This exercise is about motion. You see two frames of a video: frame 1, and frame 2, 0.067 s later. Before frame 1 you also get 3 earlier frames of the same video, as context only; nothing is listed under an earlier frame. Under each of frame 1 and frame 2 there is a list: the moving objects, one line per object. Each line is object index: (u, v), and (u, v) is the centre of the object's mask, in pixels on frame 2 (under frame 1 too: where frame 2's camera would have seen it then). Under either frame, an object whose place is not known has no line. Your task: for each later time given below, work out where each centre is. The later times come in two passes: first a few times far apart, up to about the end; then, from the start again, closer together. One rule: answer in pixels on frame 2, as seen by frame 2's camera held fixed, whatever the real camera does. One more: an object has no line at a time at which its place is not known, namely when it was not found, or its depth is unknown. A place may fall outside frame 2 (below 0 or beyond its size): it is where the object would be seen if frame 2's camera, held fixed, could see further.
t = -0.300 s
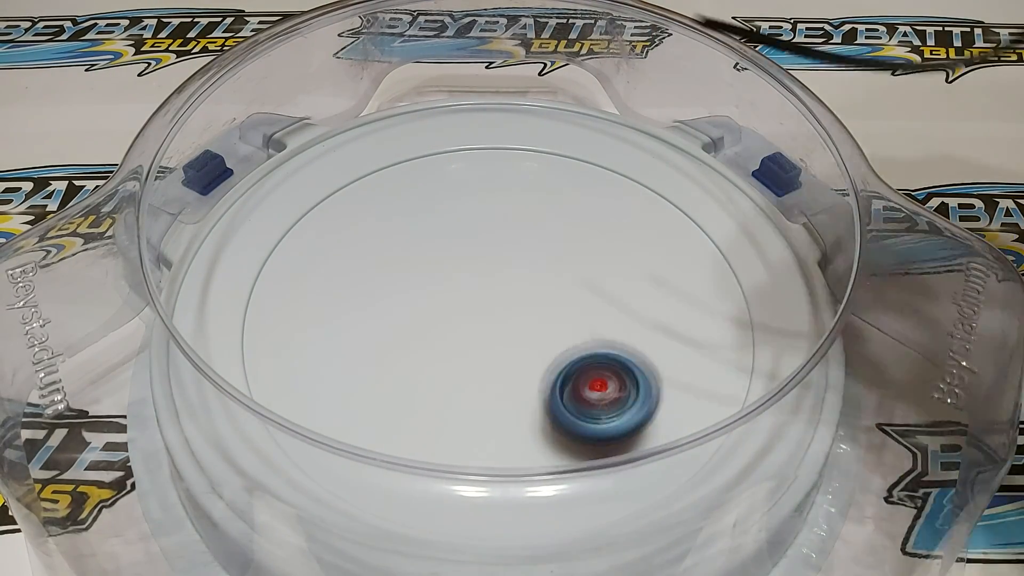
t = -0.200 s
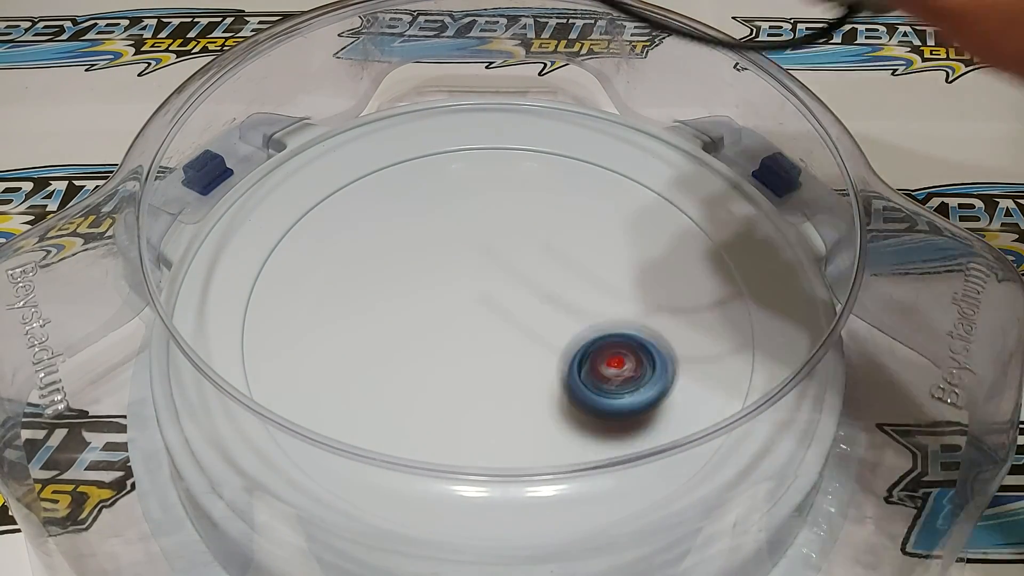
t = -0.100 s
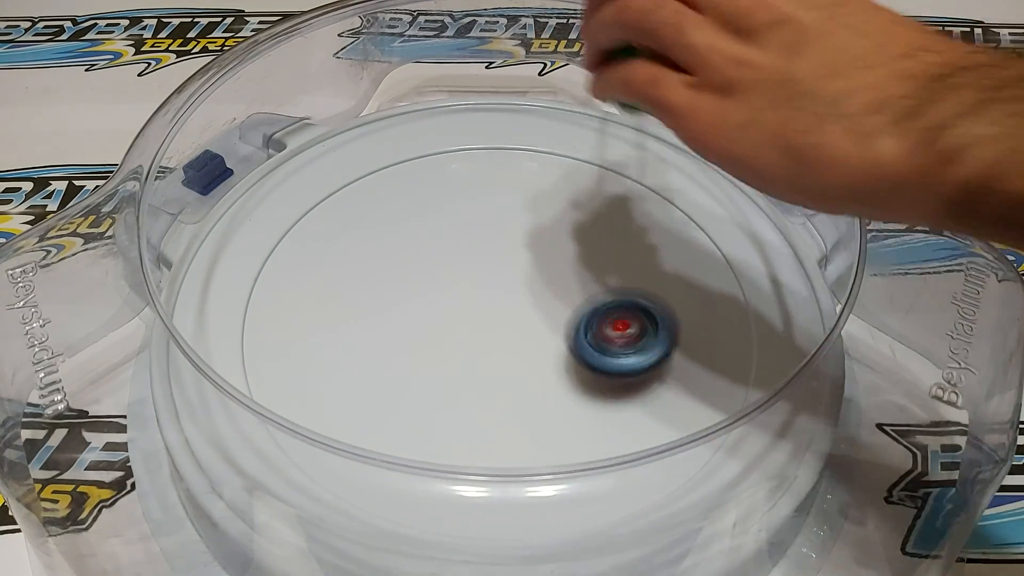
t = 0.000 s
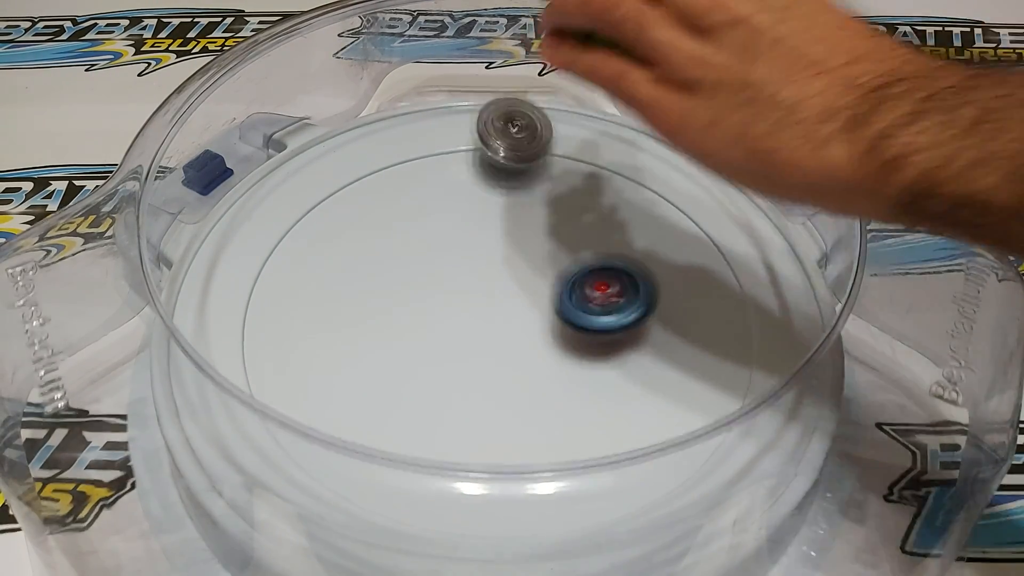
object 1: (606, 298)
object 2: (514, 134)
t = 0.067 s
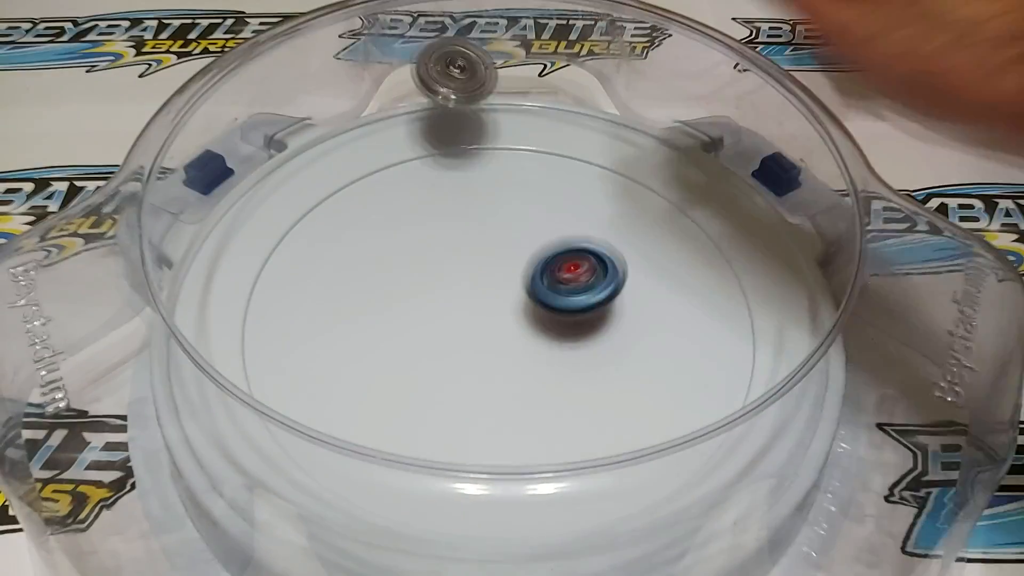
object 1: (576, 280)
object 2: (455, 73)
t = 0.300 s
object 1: (426, 294)
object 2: (469, 165)
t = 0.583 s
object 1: (401, 412)
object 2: (637, 366)
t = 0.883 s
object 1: (377, 362)
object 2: (905, 394)
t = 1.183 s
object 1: (356, 250)
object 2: (905, 435)
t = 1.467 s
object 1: (521, 273)
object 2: (901, 460)
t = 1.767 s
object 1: (547, 284)
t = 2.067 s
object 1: (388, 233)
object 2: (923, 432)
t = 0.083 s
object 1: (566, 278)
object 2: (439, 68)
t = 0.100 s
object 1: (556, 274)
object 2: (424, 65)
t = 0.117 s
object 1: (546, 274)
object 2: (409, 69)
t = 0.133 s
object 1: (535, 272)
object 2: (398, 81)
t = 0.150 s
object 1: (526, 272)
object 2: (401, 86)
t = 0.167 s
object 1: (514, 272)
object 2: (406, 90)
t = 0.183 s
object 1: (503, 272)
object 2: (411, 99)
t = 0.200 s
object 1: (492, 274)
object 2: (418, 107)
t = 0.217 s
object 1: (481, 276)
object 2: (426, 115)
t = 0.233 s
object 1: (469, 279)
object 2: (433, 121)
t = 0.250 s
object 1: (458, 281)
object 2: (441, 129)
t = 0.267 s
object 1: (447, 286)
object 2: (450, 142)
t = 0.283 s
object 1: (436, 289)
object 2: (460, 153)
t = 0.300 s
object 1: (426, 294)
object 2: (469, 165)
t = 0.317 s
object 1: (416, 300)
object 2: (479, 173)
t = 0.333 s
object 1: (407, 305)
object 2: (488, 185)
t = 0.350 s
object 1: (400, 311)
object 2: (500, 197)
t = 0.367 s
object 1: (390, 317)
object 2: (510, 210)
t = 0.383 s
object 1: (384, 324)
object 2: (520, 220)
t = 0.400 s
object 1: (377, 331)
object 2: (531, 232)
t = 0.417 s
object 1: (373, 338)
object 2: (541, 244)
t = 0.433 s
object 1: (369, 347)
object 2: (553, 257)
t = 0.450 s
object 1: (366, 354)
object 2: (564, 271)
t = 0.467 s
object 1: (365, 363)
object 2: (573, 280)
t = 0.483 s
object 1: (365, 370)
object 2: (583, 294)
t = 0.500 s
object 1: (367, 378)
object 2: (594, 306)
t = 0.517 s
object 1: (371, 387)
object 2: (604, 321)
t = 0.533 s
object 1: (376, 395)
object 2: (614, 331)
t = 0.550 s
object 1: (382, 400)
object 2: (621, 347)
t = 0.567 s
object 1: (392, 407)
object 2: (630, 353)
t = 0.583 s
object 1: (401, 412)
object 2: (637, 366)
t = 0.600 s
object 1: (411, 416)
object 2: (643, 377)
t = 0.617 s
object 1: (425, 420)
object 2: (647, 384)
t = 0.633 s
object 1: (438, 423)
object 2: (650, 392)
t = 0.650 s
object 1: (453, 427)
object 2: (652, 400)
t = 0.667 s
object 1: (469, 429)
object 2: (653, 401)
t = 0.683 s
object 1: (485, 431)
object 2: (656, 414)
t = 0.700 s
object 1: (503, 430)
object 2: (656, 426)
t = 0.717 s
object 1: (521, 431)
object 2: (653, 430)
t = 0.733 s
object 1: (524, 429)
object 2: (664, 436)
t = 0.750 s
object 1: (503, 425)
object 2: (699, 434)
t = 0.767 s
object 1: (482, 421)
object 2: (733, 434)
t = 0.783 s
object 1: (464, 414)
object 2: (763, 429)
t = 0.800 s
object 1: (447, 407)
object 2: (794, 425)
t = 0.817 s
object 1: (430, 398)
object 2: (827, 421)
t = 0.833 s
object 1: (415, 390)
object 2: (849, 413)
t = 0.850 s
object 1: (401, 380)
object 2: (870, 402)
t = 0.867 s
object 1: (387, 370)
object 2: (890, 397)
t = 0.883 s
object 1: (377, 362)
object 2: (905, 394)
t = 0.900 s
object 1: (366, 352)
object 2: (919, 396)
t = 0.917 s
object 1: (355, 343)
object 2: (917, 397)
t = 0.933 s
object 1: (345, 334)
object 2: (904, 400)
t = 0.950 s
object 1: (339, 325)
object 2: (902, 408)
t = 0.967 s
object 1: (332, 317)
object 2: (902, 414)
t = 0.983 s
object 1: (327, 310)
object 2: (910, 412)
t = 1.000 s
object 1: (322, 301)
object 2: (910, 416)
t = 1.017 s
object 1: (320, 295)
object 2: (908, 419)
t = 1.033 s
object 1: (319, 287)
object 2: (911, 420)
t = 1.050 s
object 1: (319, 280)
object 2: (904, 426)
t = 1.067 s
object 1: (321, 275)
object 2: (903, 428)
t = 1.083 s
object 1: (322, 270)
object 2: (906, 429)
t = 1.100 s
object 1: (327, 264)
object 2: (906, 433)
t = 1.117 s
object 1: (331, 258)
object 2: (908, 434)
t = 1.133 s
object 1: (337, 258)
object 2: (908, 436)
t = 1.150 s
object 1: (343, 254)
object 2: (904, 438)
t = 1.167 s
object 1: (349, 250)
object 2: (907, 435)
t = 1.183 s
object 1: (356, 250)
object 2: (905, 435)
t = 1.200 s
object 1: (365, 248)
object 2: (905, 436)
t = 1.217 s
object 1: (373, 247)
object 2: (906, 437)
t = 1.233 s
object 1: (382, 244)
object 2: (908, 440)
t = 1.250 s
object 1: (392, 247)
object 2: (907, 440)
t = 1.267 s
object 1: (402, 247)
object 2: (906, 441)
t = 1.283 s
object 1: (412, 249)
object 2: (904, 441)
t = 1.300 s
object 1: (422, 248)
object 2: (903, 442)
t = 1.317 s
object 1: (433, 251)
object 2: (904, 443)
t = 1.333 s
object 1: (443, 253)
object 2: (904, 447)
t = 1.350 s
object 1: (454, 256)
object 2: (905, 448)
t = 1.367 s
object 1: (464, 256)
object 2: (903, 449)
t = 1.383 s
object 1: (474, 258)
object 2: (903, 449)
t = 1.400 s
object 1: (485, 262)
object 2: (901, 451)
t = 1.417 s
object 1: (495, 265)
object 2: (902, 453)
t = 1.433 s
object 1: (504, 266)
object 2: (903, 455)
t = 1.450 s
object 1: (513, 268)
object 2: (901, 459)
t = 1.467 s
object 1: (521, 273)
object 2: (901, 460)
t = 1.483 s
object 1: (529, 275)
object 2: (900, 464)
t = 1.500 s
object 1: (536, 276)
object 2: (900, 468)
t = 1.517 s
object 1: (543, 278)
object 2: (900, 471)
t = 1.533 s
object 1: (548, 280)
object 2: (897, 476)
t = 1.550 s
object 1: (553, 280)
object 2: (897, 480)
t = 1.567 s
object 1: (557, 281)
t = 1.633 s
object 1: (567, 286)
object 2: (890, 510)
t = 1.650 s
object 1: (567, 286)
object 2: (890, 515)
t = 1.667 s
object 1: (566, 287)
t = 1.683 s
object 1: (565, 287)
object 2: (892, 525)
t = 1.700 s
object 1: (563, 287)
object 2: (893, 527)
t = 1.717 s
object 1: (560, 286)
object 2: (894, 528)
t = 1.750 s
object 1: (553, 285)
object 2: (895, 527)
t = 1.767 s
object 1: (547, 284)
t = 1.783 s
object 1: (542, 283)
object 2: (896, 523)
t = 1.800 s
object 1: (535, 281)
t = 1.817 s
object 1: (528, 279)
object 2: (896, 516)
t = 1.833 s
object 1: (521, 276)
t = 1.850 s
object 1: (514, 273)
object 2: (896, 508)
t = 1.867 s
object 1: (506, 270)
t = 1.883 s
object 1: (498, 266)
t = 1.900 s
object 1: (489, 262)
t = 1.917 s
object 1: (480, 258)
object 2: (902, 493)
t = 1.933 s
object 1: (471, 254)
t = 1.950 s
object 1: (461, 250)
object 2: (908, 484)
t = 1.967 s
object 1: (451, 245)
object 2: (910, 478)
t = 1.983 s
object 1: (440, 243)
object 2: (911, 473)
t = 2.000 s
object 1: (429, 240)
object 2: (913, 466)
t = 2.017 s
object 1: (419, 237)
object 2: (920, 461)
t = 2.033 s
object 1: (409, 235)
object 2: (920, 451)
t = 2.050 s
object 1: (399, 233)
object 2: (921, 440)
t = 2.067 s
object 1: (388, 233)
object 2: (923, 432)
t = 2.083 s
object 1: (379, 233)
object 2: (923, 426)
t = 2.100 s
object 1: (370, 234)
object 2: (924, 420)
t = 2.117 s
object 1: (362, 236)
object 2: (923, 413)
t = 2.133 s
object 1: (353, 239)
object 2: (919, 409)
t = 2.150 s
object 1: (345, 244)
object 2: (916, 404)
